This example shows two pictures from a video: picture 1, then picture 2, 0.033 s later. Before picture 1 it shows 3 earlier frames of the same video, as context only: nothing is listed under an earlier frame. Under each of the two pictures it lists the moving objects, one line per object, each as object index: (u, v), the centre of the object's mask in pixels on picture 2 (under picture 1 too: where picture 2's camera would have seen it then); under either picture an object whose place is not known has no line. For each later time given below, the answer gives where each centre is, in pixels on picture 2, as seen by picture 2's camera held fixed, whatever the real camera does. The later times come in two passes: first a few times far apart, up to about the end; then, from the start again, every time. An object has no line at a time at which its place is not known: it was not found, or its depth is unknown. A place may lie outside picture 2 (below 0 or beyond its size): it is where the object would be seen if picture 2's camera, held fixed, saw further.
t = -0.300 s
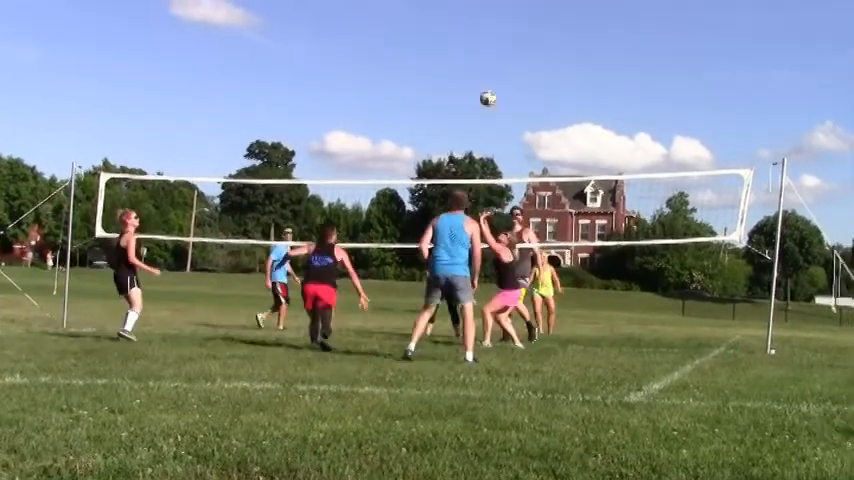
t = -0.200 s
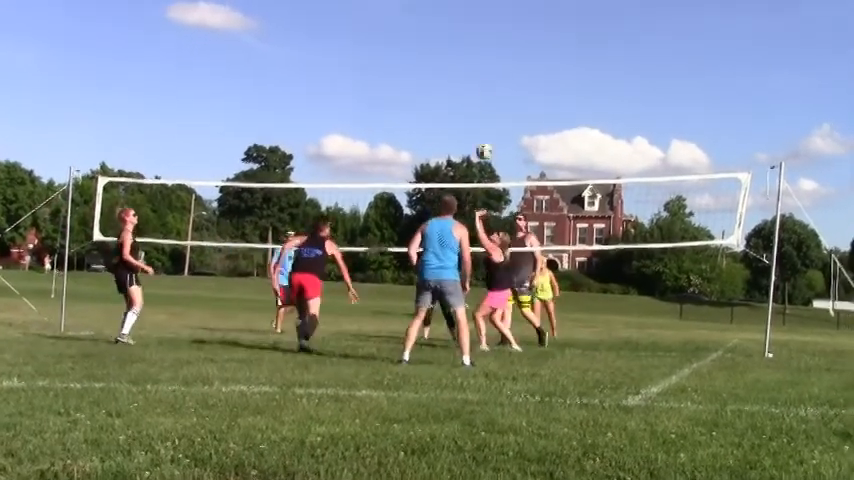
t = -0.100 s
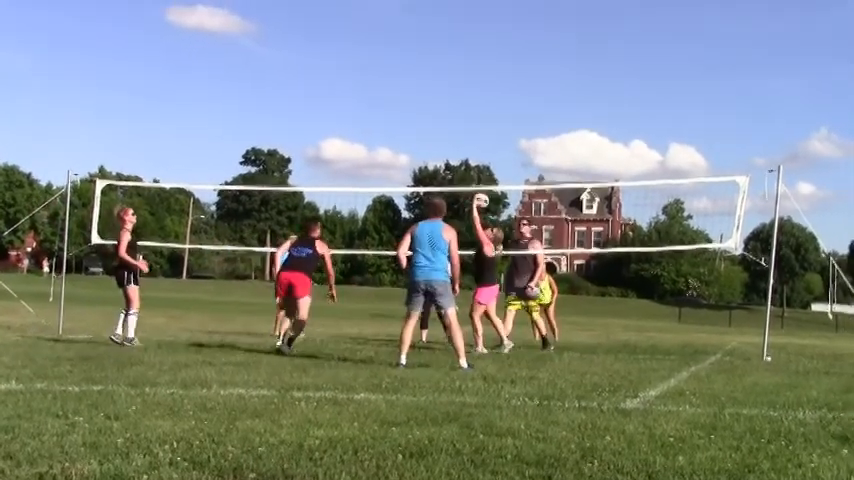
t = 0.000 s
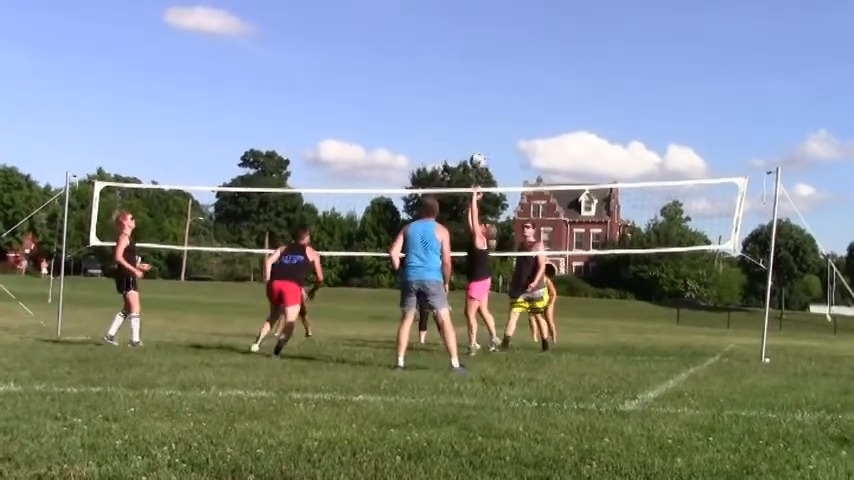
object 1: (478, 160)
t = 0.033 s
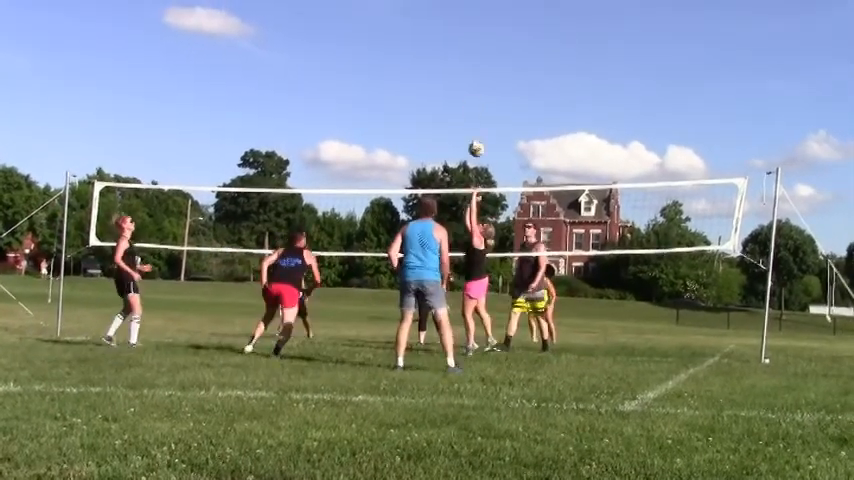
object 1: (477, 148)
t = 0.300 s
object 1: (469, 80)
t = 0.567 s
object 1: (460, 66)
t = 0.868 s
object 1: (449, 105)
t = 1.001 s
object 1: (442, 139)
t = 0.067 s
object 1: (477, 136)
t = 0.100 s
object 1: (476, 126)
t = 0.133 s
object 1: (474, 116)
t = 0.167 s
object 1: (474, 107)
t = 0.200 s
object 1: (473, 99)
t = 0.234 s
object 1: (472, 92)
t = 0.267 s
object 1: (470, 85)
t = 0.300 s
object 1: (469, 80)
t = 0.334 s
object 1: (469, 76)
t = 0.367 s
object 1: (467, 72)
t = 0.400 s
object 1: (467, 69)
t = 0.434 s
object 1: (466, 67)
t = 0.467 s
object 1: (465, 65)
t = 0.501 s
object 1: (463, 65)
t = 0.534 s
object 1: (461, 65)
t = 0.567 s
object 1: (460, 66)
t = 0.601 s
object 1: (459, 67)
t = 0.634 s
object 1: (458, 70)
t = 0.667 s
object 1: (457, 73)
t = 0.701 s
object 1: (455, 76)
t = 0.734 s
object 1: (454, 81)
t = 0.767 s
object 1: (452, 86)
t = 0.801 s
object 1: (451, 91)
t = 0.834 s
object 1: (450, 98)
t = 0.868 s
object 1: (449, 105)
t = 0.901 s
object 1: (447, 113)
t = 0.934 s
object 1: (446, 121)
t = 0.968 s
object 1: (445, 129)
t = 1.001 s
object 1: (442, 139)
